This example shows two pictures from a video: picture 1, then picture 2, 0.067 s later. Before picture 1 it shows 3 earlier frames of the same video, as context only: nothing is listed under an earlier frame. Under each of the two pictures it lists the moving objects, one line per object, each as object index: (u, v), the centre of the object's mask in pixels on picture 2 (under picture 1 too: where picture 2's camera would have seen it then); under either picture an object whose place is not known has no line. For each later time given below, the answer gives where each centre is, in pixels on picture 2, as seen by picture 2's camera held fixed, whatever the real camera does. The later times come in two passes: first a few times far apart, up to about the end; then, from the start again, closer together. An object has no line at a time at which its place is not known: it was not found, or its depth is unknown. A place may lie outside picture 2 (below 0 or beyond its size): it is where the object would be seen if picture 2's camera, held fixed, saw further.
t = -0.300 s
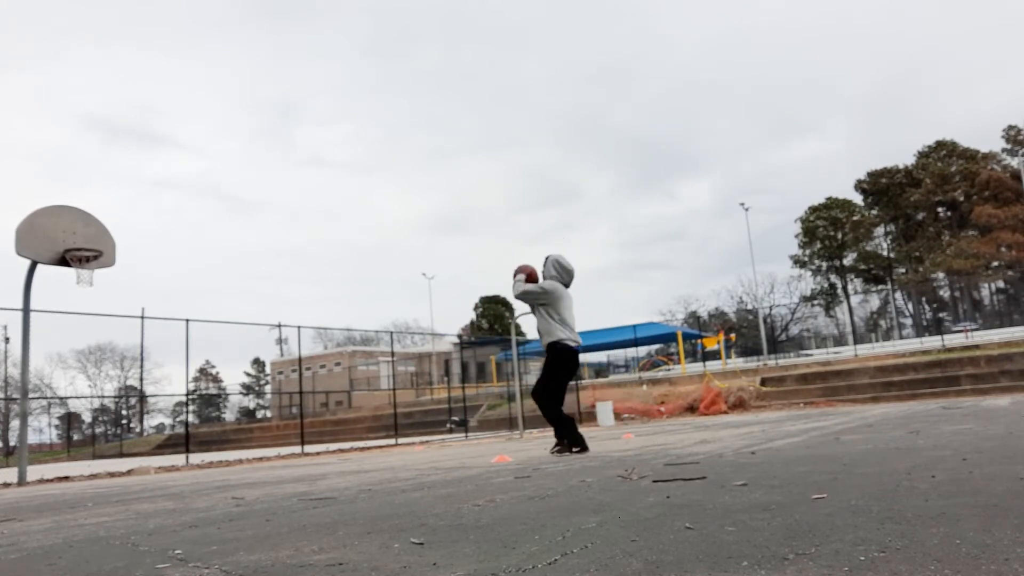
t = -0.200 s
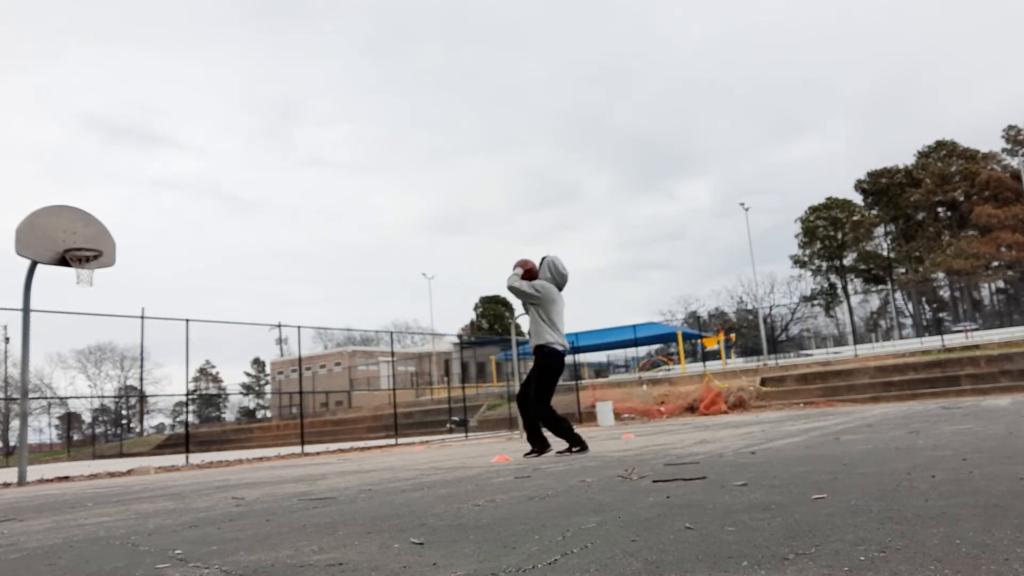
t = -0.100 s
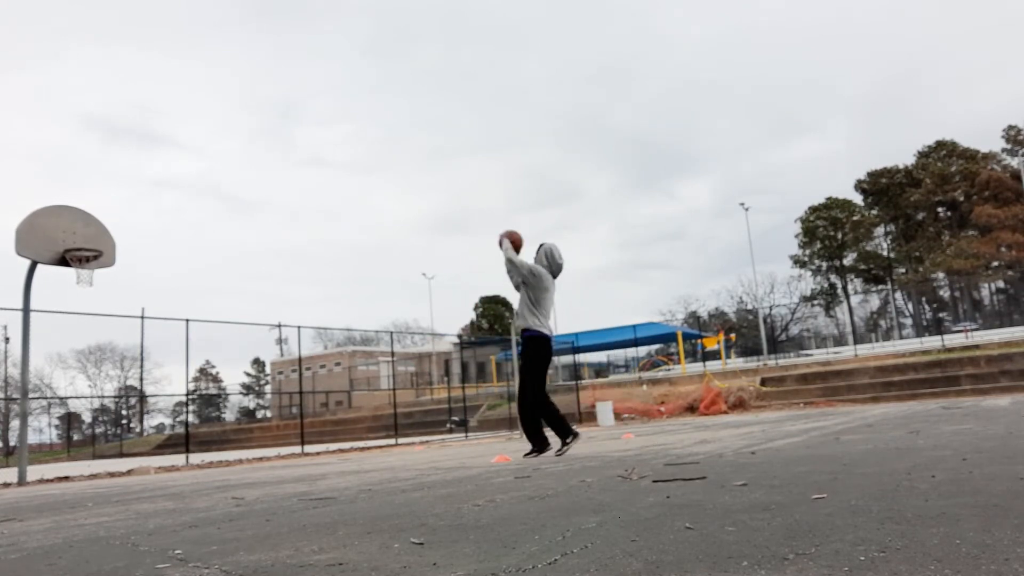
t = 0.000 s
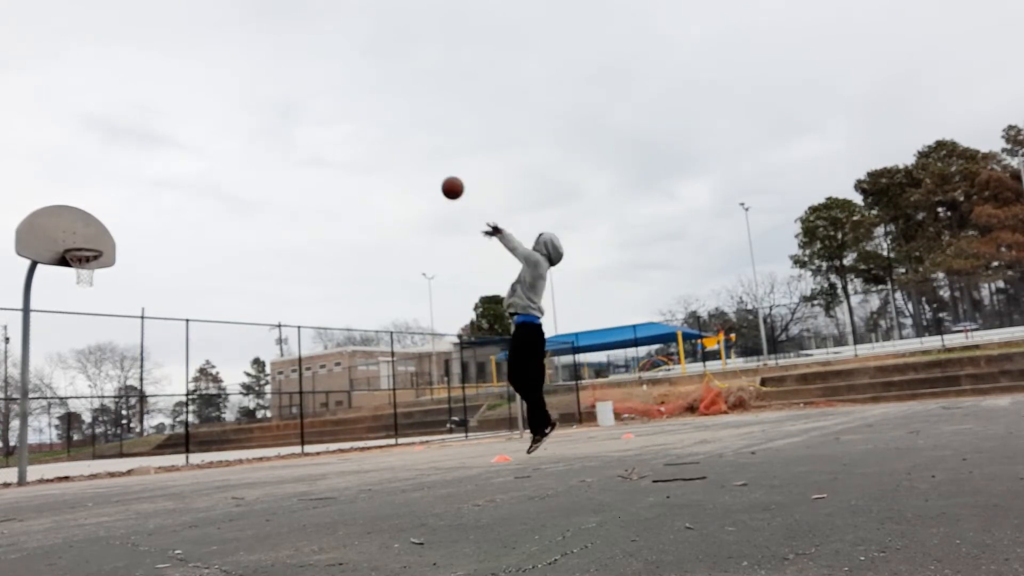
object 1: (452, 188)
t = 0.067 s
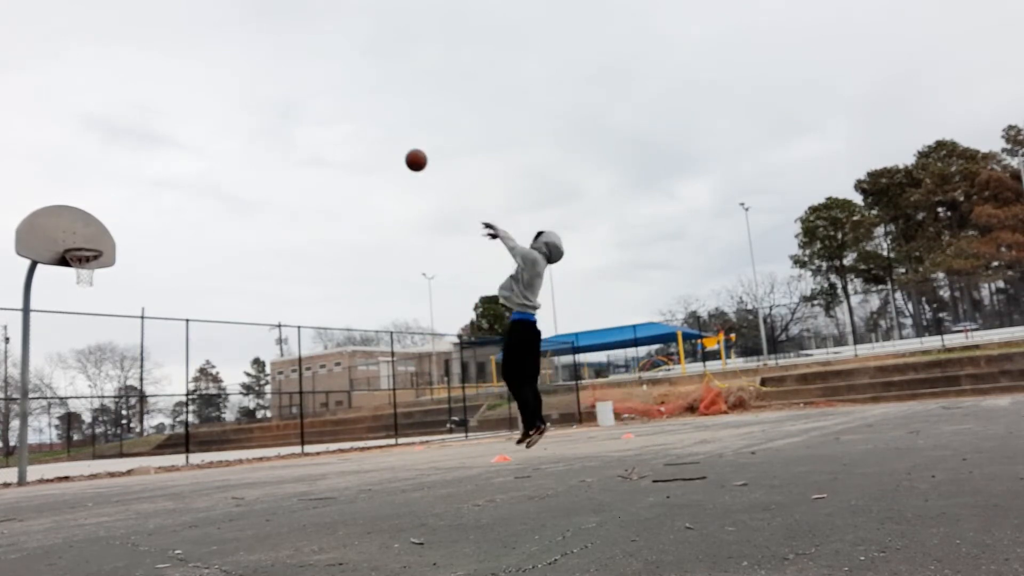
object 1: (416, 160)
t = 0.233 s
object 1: (336, 117)
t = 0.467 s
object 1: (246, 103)
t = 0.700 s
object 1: (173, 130)
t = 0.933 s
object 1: (110, 191)
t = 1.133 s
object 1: (70, 236)
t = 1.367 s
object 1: (90, 188)
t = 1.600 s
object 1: (109, 178)
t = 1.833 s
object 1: (127, 206)
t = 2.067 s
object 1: (145, 272)
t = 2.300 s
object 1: (166, 382)
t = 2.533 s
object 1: (175, 420)
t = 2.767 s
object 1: (166, 339)
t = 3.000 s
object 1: (157, 305)
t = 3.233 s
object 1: (148, 314)
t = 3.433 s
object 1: (140, 355)
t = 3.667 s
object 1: (130, 441)
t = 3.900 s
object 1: (124, 416)
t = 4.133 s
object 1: (118, 381)
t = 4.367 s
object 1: (111, 388)
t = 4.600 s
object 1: (104, 437)
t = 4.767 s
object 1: (100, 456)
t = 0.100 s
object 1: (399, 149)
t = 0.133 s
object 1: (382, 139)
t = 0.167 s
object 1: (366, 130)
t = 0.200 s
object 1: (351, 123)
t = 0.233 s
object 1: (336, 117)
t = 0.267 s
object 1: (322, 112)
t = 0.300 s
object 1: (308, 108)
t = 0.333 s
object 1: (295, 105)
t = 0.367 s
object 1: (282, 103)
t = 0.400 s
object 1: (270, 102)
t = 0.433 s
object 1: (258, 102)
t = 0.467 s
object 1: (246, 103)
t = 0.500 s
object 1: (235, 104)
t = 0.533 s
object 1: (224, 107)
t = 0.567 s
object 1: (213, 110)
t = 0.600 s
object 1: (203, 114)
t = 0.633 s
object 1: (193, 119)
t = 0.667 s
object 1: (183, 124)
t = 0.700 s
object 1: (173, 130)
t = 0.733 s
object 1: (164, 137)
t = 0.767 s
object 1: (154, 144)
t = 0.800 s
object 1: (145, 152)
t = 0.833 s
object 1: (136, 161)
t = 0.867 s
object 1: (128, 170)
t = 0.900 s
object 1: (119, 180)
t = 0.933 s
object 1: (110, 191)
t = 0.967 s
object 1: (102, 202)
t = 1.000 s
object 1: (93, 214)
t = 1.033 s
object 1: (85, 226)
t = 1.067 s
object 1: (77, 239)
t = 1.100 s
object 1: (70, 246)
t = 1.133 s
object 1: (70, 236)
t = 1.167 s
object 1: (74, 226)
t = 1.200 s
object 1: (77, 218)
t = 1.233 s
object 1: (80, 211)
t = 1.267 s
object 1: (83, 204)
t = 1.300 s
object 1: (85, 197)
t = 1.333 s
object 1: (88, 192)
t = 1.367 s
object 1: (90, 188)
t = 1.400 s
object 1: (93, 184)
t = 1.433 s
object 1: (96, 181)
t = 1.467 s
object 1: (98, 179)
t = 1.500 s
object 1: (101, 178)
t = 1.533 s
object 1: (104, 177)
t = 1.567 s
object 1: (106, 177)
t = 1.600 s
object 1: (109, 178)
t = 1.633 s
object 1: (111, 180)
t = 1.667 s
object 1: (114, 182)
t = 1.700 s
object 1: (117, 185)
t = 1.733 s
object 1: (119, 189)
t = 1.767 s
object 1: (122, 193)
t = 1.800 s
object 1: (124, 199)
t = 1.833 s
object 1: (127, 206)
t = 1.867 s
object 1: (130, 212)
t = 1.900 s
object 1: (132, 220)
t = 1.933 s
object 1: (135, 229)
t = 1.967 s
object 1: (137, 239)
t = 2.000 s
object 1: (140, 249)
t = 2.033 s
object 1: (143, 260)
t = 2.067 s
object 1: (145, 272)
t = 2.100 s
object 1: (148, 285)
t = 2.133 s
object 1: (151, 299)
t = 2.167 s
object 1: (153, 314)
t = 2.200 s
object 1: (157, 329)
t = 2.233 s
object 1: (160, 346)
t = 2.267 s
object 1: (163, 363)
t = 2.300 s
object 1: (166, 382)
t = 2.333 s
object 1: (169, 402)
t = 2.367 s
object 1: (171, 422)
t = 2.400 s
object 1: (175, 443)
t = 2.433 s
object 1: (178, 466)
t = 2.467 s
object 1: (178, 452)
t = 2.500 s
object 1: (176, 435)
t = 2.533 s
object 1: (175, 420)
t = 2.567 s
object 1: (174, 406)
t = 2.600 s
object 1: (172, 392)
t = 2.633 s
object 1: (171, 379)
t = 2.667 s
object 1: (170, 367)
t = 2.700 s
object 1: (169, 357)
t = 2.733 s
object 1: (167, 348)
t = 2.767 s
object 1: (166, 339)
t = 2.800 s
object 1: (165, 331)
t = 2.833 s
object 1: (164, 325)
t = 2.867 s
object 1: (162, 319)
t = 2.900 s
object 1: (161, 314)
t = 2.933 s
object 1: (160, 310)
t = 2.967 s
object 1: (158, 308)
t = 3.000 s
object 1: (157, 305)
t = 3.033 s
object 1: (156, 304)
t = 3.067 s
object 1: (154, 304)
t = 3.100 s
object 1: (153, 304)
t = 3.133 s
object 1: (152, 306)
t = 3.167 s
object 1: (150, 308)
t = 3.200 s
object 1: (149, 310)
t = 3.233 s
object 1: (148, 314)
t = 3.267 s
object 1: (146, 319)
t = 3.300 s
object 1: (145, 324)
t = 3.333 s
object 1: (144, 331)
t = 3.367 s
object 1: (142, 338)
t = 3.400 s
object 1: (141, 346)
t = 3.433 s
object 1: (140, 355)
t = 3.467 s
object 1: (138, 365)
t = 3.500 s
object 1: (137, 375)
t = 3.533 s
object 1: (135, 387)
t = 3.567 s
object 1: (135, 399)
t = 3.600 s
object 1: (133, 412)
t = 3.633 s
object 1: (131, 427)
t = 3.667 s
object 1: (130, 441)
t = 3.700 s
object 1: (129, 457)
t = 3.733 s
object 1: (128, 471)
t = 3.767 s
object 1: (127, 457)
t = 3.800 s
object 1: (127, 446)
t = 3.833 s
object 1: (126, 435)
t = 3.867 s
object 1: (125, 426)
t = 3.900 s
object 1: (124, 416)
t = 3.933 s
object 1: (123, 409)
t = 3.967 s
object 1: (123, 401)
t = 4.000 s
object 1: (122, 395)
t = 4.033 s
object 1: (121, 391)
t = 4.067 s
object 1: (120, 386)
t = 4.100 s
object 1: (119, 383)
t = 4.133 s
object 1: (118, 381)
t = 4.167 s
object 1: (117, 379)
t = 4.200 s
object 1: (117, 378)
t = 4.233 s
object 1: (116, 378)
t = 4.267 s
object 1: (115, 379)
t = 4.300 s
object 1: (115, 381)
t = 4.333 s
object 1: (113, 384)
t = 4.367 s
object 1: (111, 388)
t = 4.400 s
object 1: (110, 392)
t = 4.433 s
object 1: (110, 397)
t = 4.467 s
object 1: (109, 404)
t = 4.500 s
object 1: (108, 411)
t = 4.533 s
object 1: (107, 418)
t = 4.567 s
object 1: (105, 428)
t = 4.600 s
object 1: (104, 437)
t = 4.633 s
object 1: (103, 448)
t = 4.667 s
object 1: (103, 459)
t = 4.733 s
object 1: (101, 465)
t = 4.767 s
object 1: (100, 456)
